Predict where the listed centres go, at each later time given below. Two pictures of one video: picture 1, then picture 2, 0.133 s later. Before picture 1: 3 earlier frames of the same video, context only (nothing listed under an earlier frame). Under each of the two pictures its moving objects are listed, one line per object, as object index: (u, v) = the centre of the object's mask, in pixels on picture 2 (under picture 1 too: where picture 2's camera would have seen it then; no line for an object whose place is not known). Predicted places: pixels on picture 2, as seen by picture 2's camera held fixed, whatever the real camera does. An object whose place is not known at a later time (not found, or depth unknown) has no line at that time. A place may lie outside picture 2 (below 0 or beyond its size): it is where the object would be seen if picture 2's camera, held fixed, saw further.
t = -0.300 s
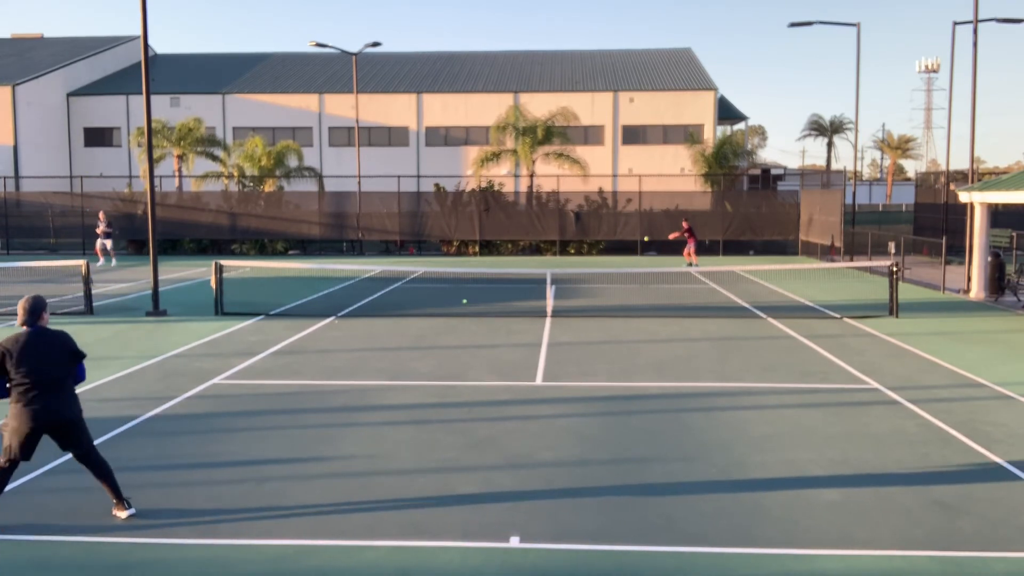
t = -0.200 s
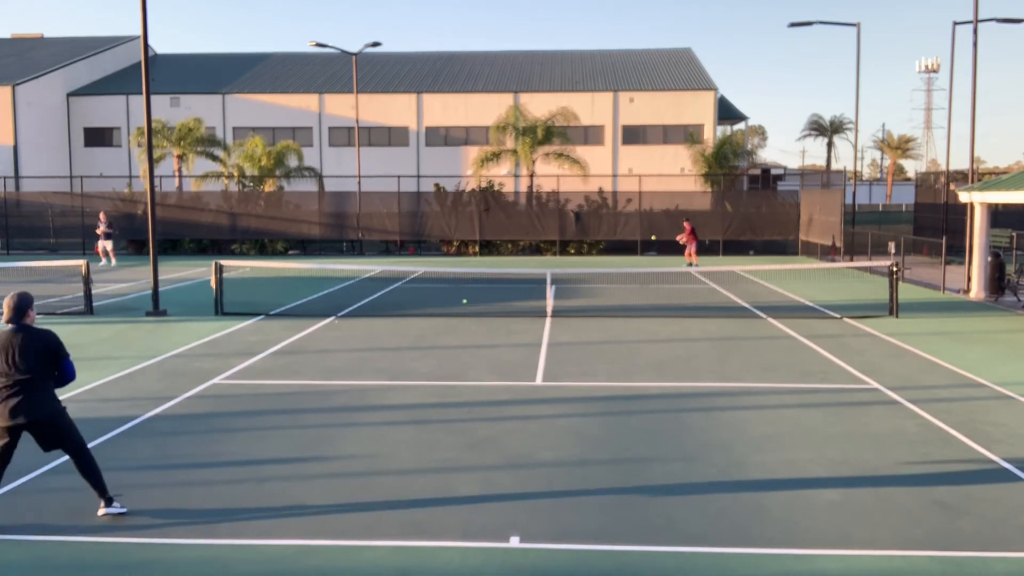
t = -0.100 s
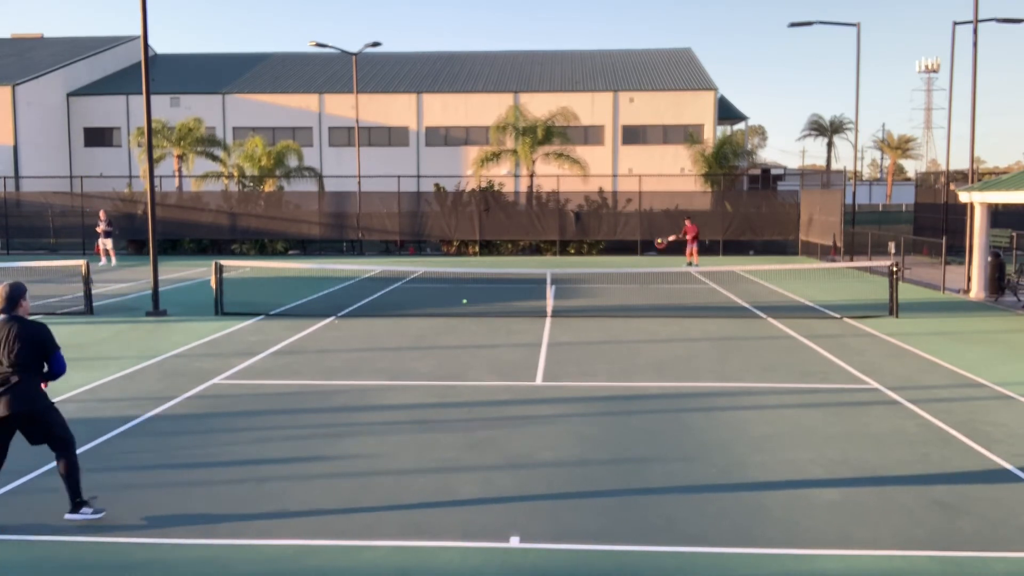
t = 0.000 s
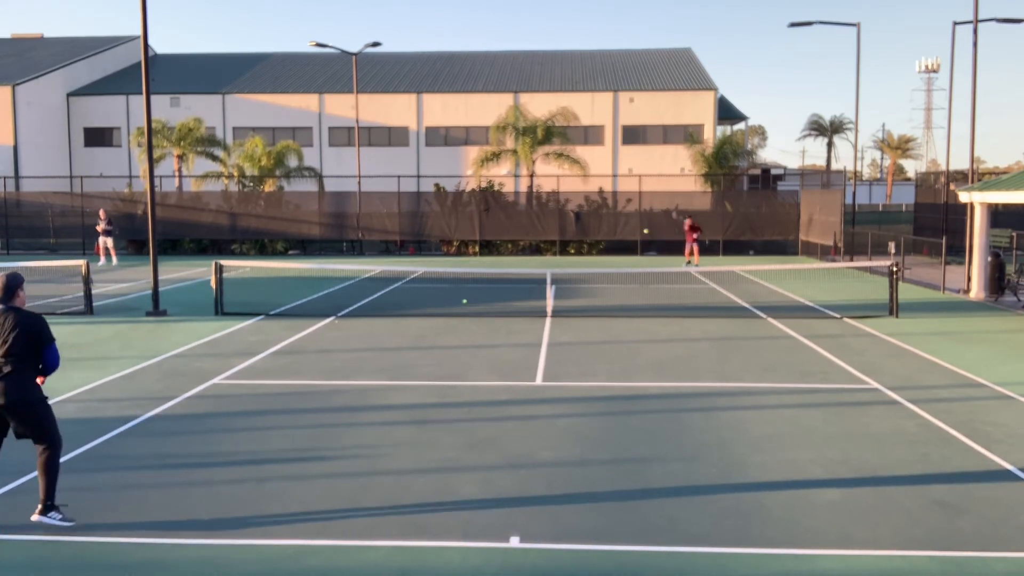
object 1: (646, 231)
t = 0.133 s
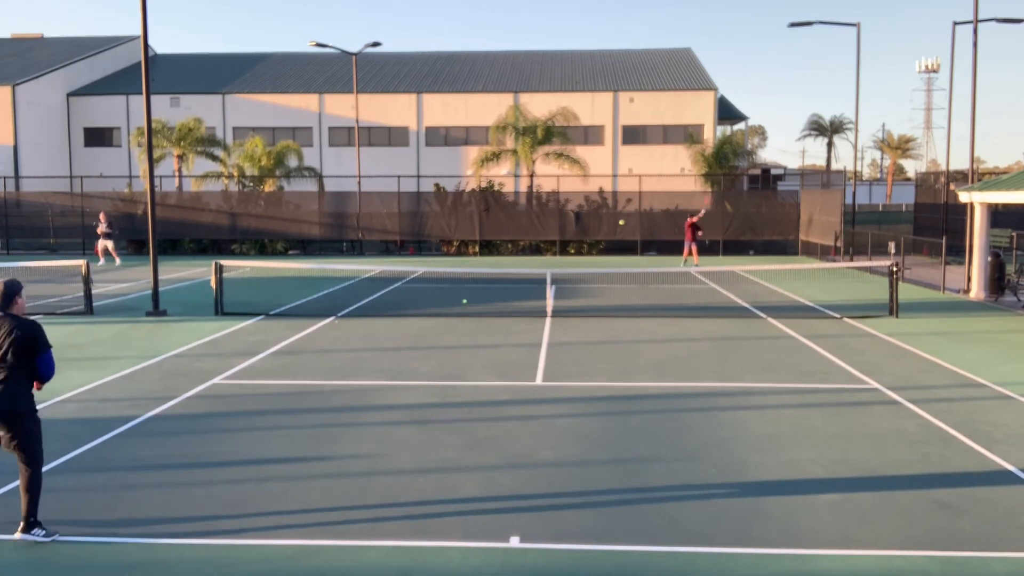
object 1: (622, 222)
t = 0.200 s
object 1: (607, 220)
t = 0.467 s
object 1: (523, 240)
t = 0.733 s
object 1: (363, 347)
